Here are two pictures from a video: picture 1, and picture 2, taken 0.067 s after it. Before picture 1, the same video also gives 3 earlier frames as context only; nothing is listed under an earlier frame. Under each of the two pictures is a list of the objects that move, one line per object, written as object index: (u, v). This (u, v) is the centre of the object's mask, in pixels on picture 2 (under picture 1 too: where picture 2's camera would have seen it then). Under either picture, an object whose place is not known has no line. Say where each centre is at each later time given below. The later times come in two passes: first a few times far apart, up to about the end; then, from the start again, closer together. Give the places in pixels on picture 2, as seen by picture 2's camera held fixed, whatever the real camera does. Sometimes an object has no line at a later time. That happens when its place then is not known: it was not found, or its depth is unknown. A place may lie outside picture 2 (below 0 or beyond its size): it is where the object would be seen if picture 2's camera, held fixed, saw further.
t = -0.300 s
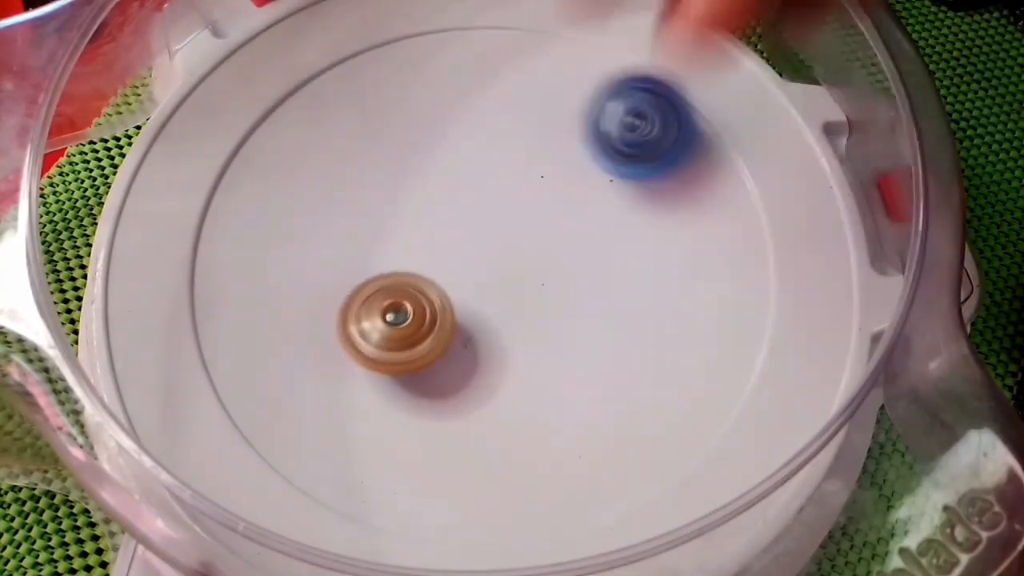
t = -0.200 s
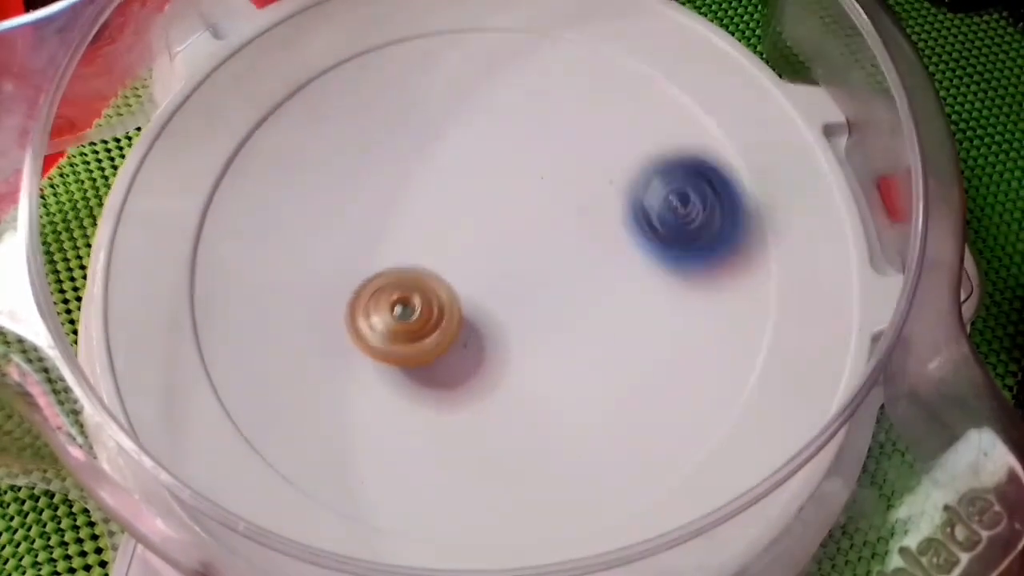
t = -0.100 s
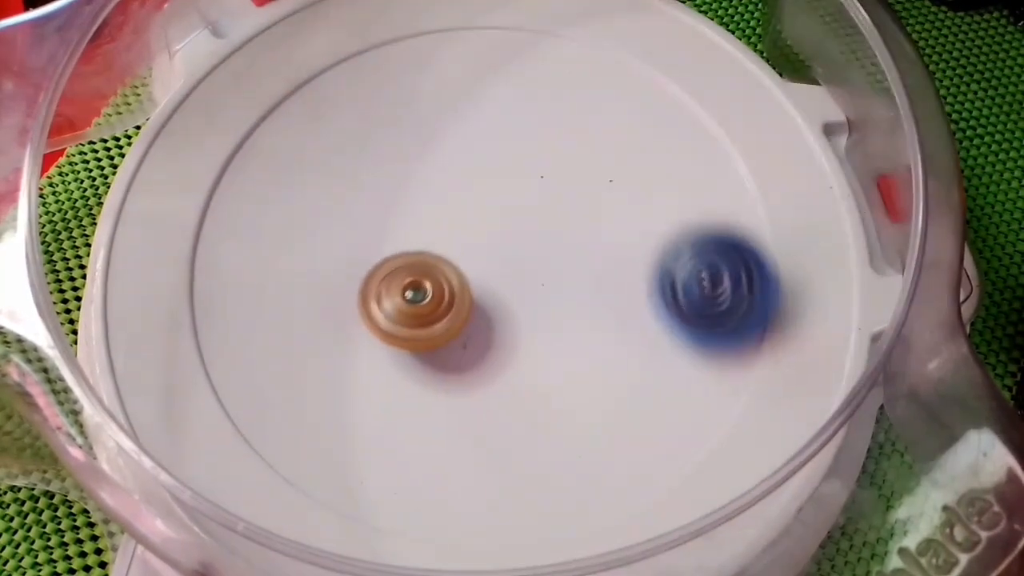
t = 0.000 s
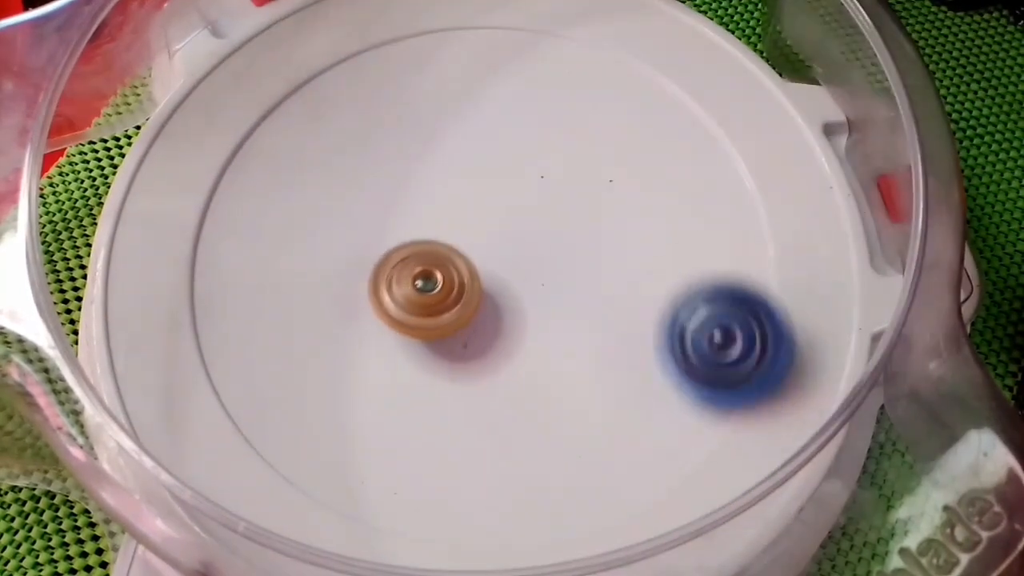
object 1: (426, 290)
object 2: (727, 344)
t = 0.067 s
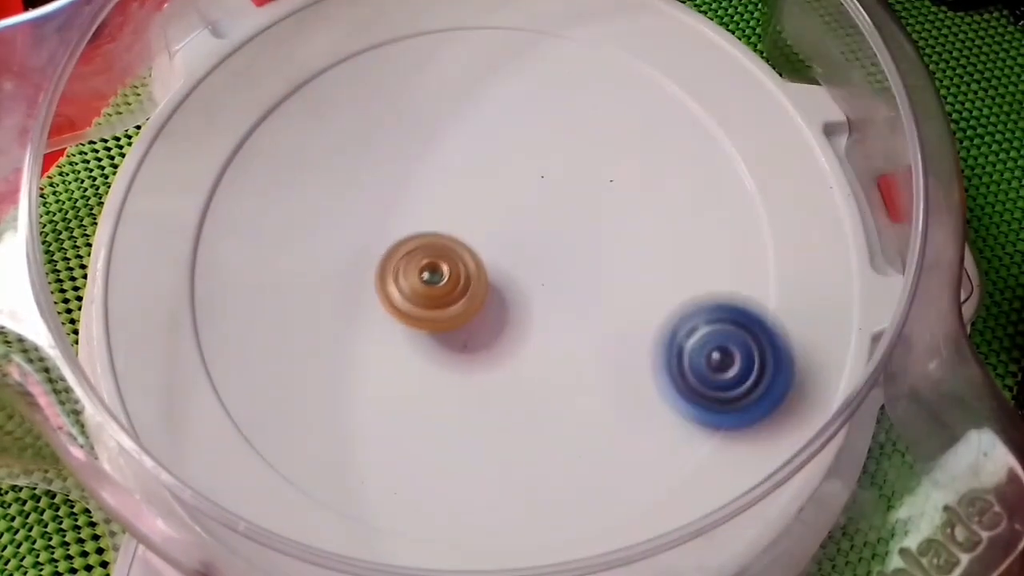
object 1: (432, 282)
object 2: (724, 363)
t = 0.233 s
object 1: (444, 255)
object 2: (701, 358)
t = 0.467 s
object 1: (456, 201)
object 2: (641, 291)
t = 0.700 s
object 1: (456, 155)
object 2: (658, 324)
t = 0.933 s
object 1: (453, 155)
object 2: (745, 326)
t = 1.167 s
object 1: (456, 168)
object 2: (551, 283)
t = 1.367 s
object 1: (352, 136)
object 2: (537, 514)
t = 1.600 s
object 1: (360, 210)
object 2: (695, 526)
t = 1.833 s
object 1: (455, 249)
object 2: (613, 254)
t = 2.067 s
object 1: (344, 299)
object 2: (487, 72)
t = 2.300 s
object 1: (393, 341)
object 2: (197, 326)
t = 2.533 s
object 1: (471, 310)
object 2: (688, 508)
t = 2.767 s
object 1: (507, 244)
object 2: (735, 76)
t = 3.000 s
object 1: (513, 213)
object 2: (491, 99)
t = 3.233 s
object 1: (521, 510)
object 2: (433, 101)
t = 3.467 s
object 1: (566, 382)
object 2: (564, 220)
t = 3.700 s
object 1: (503, 301)
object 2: (622, 133)
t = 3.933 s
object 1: (391, 289)
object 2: (525, 237)
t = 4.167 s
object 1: (344, 276)
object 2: (598, 257)
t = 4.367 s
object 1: (354, 248)
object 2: (566, 243)
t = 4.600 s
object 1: (393, 204)
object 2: (480, 286)
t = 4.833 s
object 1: (457, 168)
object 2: (472, 325)
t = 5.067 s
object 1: (521, 158)
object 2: (479, 287)
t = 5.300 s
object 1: (553, 184)
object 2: (440, 235)
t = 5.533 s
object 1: (557, 224)
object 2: (419, 230)
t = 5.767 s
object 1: (582, 290)
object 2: (378, 217)
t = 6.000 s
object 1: (565, 346)
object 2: (362, 242)
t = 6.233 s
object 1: (508, 363)
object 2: (478, 223)
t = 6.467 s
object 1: (447, 337)
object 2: (521, 150)
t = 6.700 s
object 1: (412, 272)
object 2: (496, 173)
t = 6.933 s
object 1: (353, 231)
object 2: (589, 195)
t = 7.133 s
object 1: (360, 202)
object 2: (602, 179)
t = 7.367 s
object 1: (417, 188)
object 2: (532, 248)
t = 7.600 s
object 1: (494, 195)
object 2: (530, 350)
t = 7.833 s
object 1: (561, 225)
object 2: (525, 327)
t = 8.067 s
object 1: (612, 228)
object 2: (430, 358)
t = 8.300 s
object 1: (589, 263)
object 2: (414, 316)
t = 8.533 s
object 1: (535, 291)
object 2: (396, 216)
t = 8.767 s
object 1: (465, 285)
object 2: (400, 185)
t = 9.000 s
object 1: (410, 306)
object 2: (457, 107)
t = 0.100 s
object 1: (435, 277)
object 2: (721, 368)
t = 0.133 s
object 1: (437, 272)
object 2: (716, 369)
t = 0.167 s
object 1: (440, 266)
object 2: (712, 368)
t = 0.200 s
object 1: (443, 261)
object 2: (707, 364)
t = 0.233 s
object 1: (444, 255)
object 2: (701, 358)
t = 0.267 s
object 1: (445, 249)
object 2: (692, 349)
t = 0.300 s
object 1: (447, 243)
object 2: (683, 339)
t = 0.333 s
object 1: (449, 235)
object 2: (673, 326)
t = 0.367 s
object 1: (451, 226)
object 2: (661, 314)
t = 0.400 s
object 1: (453, 217)
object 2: (652, 303)
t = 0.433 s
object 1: (454, 209)
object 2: (646, 296)
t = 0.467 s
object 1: (456, 201)
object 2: (641, 291)
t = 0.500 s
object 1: (459, 193)
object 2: (639, 288)
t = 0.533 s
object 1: (460, 185)
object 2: (639, 288)
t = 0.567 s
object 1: (460, 177)
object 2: (640, 291)
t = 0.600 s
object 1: (460, 171)
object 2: (642, 296)
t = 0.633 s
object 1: (460, 164)
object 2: (645, 304)
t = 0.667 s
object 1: (458, 159)
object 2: (651, 313)
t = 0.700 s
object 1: (456, 155)
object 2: (658, 324)
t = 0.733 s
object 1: (455, 152)
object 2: (669, 335)
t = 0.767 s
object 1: (454, 151)
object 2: (682, 345)
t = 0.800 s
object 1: (453, 150)
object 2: (698, 352)
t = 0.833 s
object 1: (452, 151)
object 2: (713, 354)
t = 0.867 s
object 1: (452, 152)
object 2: (732, 352)
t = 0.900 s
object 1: (453, 153)
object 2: (748, 344)
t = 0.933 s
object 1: (453, 155)
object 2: (745, 326)
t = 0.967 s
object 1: (455, 158)
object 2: (736, 303)
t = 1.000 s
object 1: (457, 161)
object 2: (723, 281)
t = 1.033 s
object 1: (459, 165)
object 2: (696, 263)
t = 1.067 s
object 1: (462, 170)
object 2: (661, 249)
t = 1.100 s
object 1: (465, 176)
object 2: (621, 245)
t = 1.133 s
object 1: (469, 181)
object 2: (577, 247)
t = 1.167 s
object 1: (456, 168)
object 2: (551, 283)
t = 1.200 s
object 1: (431, 149)
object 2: (533, 332)
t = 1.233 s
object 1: (408, 134)
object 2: (519, 387)
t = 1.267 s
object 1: (390, 128)
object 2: (516, 442)
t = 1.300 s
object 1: (375, 128)
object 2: (520, 495)
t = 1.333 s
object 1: (363, 131)
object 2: (528, 513)
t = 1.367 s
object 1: (352, 136)
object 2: (537, 514)
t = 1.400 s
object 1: (345, 144)
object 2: (549, 518)
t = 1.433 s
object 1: (340, 153)
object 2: (563, 519)
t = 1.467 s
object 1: (338, 165)
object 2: (584, 528)
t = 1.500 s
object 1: (340, 177)
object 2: (610, 531)
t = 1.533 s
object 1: (343, 189)
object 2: (635, 535)
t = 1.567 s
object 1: (351, 199)
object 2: (670, 535)
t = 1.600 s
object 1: (360, 210)
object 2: (695, 526)
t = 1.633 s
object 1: (371, 220)
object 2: (711, 501)
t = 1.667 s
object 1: (384, 229)
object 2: (711, 459)
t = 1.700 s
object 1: (397, 235)
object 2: (717, 429)
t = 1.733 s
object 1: (411, 241)
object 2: (705, 389)
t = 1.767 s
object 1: (425, 244)
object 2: (686, 342)
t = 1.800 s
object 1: (440, 248)
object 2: (655, 297)
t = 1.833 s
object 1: (455, 249)
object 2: (613, 254)
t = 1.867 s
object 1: (461, 251)
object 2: (578, 219)
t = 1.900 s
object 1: (416, 257)
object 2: (582, 179)
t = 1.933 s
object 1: (382, 261)
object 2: (580, 145)
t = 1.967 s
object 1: (363, 267)
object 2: (569, 117)
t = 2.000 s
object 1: (352, 276)
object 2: (550, 95)
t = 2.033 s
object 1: (346, 287)
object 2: (521, 78)
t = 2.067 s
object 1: (344, 299)
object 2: (487, 72)
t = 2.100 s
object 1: (345, 310)
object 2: (445, 74)
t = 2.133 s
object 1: (350, 319)
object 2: (396, 84)
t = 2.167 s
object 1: (356, 327)
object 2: (345, 106)
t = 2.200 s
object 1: (364, 333)
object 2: (294, 140)
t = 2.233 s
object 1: (372, 336)
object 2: (247, 188)
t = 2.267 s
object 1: (383, 339)
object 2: (211, 254)
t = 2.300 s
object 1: (393, 341)
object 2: (197, 326)
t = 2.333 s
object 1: (405, 341)
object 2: (207, 403)
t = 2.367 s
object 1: (417, 339)
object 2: (254, 473)
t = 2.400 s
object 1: (430, 336)
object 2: (319, 518)
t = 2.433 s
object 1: (441, 330)
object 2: (411, 539)
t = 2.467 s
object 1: (451, 325)
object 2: (503, 540)
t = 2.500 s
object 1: (461, 318)
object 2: (599, 532)
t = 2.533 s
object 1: (471, 310)
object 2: (688, 508)
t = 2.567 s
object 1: (479, 301)
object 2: (754, 453)
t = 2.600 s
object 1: (487, 292)
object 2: (798, 389)
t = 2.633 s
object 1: (493, 282)
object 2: (830, 332)
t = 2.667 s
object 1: (497, 272)
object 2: (824, 261)
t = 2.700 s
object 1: (502, 262)
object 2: (802, 195)
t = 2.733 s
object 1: (504, 253)
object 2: (772, 132)
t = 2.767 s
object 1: (507, 244)
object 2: (735, 76)
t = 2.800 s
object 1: (509, 236)
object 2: (683, 32)
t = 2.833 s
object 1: (511, 229)
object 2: (634, 13)
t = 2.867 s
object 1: (513, 221)
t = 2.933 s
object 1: (516, 209)
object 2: (512, 12)
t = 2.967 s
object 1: (517, 203)
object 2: (502, 48)
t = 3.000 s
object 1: (513, 213)
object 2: (491, 99)
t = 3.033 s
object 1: (506, 294)
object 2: (486, 85)
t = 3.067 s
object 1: (497, 362)
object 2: (480, 72)
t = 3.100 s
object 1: (491, 422)
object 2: (472, 66)
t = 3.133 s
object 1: (491, 466)
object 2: (460, 67)
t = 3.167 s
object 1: (497, 498)
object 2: (448, 73)
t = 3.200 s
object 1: (508, 513)
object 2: (439, 83)
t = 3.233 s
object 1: (521, 510)
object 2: (433, 101)
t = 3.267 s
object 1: (533, 507)
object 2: (432, 120)
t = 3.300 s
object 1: (543, 492)
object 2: (441, 146)
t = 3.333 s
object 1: (550, 470)
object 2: (455, 168)
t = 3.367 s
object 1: (557, 447)
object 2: (477, 189)
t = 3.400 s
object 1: (562, 423)
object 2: (504, 206)
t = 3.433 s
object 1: (565, 401)
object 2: (534, 216)
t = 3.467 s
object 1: (566, 382)
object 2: (564, 220)
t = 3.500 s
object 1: (563, 362)
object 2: (594, 218)
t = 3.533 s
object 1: (557, 345)
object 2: (622, 210)
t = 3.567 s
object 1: (549, 332)
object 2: (640, 197)
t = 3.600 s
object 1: (540, 321)
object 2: (652, 178)
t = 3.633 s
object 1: (528, 313)
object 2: (653, 160)
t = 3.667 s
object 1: (517, 306)
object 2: (644, 144)
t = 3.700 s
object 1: (503, 301)
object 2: (622, 133)
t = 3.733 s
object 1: (491, 297)
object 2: (595, 133)
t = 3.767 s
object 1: (476, 292)
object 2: (567, 141)
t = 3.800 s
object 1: (462, 287)
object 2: (540, 159)
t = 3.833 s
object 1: (448, 283)
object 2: (521, 185)
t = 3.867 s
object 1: (428, 284)
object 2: (513, 207)
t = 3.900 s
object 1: (406, 288)
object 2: (516, 221)
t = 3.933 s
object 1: (391, 289)
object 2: (525, 237)
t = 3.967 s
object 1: (380, 289)
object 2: (540, 249)
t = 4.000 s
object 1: (369, 288)
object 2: (554, 256)
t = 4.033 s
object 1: (361, 286)
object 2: (568, 261)
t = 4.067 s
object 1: (354, 284)
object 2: (580, 264)
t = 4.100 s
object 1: (349, 282)
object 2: (589, 262)
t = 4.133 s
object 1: (345, 279)
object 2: (594, 260)
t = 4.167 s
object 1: (344, 276)
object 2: (598, 257)
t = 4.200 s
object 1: (346, 273)
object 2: (600, 255)
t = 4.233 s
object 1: (348, 269)
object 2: (597, 250)
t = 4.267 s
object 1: (349, 265)
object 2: (593, 247)
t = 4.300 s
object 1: (350, 260)
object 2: (585, 244)
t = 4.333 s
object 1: (352, 254)
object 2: (576, 242)
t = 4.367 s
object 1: (354, 248)
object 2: (566, 243)
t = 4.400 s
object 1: (357, 242)
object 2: (552, 243)
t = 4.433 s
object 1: (360, 235)
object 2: (538, 246)
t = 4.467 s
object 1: (365, 229)
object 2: (526, 251)
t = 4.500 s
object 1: (371, 223)
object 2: (514, 259)
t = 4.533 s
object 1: (378, 217)
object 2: (501, 267)
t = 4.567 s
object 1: (385, 211)
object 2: (488, 276)
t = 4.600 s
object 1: (393, 204)
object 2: (480, 286)
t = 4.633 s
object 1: (401, 198)
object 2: (474, 295)
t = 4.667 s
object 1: (409, 191)
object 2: (471, 305)
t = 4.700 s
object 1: (418, 186)
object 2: (469, 312)
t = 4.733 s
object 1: (427, 180)
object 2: (468, 318)
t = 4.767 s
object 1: (437, 176)
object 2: (468, 322)
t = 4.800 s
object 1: (446, 171)
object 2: (470, 325)
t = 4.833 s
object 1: (457, 168)
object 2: (472, 325)
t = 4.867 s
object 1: (467, 164)
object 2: (475, 323)
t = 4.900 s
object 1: (477, 161)
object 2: (478, 321)
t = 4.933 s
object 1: (487, 159)
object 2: (481, 316)
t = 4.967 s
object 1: (497, 157)
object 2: (483, 310)
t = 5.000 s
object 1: (505, 156)
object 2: (482, 302)
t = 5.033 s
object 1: (514, 157)
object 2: (481, 294)
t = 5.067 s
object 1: (521, 158)
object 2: (479, 287)
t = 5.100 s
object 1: (528, 161)
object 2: (475, 278)
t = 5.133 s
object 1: (533, 162)
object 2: (470, 269)
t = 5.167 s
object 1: (538, 165)
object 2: (464, 261)
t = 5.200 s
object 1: (543, 170)
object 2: (458, 253)
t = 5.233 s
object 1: (548, 173)
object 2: (453, 246)
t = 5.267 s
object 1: (551, 178)
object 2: (448, 240)
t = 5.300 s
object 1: (553, 184)
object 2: (440, 235)
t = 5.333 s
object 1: (555, 189)
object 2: (434, 230)
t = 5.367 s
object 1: (556, 195)
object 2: (429, 230)
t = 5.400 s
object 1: (558, 200)
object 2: (425, 228)
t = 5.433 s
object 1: (559, 205)
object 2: (421, 228)
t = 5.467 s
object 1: (558, 211)
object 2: (418, 228)
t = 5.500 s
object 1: (558, 218)
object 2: (418, 229)
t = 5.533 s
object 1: (557, 224)
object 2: (419, 230)
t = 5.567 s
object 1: (554, 231)
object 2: (420, 232)
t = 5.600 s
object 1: (551, 237)
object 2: (424, 233)
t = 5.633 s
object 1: (547, 244)
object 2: (429, 234)
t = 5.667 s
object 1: (552, 255)
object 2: (426, 232)
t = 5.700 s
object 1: (569, 270)
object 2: (406, 224)
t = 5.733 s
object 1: (577, 281)
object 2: (393, 220)
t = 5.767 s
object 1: (582, 290)
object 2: (378, 217)
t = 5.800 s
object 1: (585, 300)
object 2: (364, 216)
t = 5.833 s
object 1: (585, 309)
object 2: (356, 219)
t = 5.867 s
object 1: (583, 317)
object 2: (351, 223)
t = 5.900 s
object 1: (580, 325)
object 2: (349, 229)
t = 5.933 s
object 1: (576, 333)
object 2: (351, 233)
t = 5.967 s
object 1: (571, 341)
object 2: (355, 238)
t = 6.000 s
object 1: (565, 346)
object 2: (362, 242)
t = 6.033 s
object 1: (559, 351)
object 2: (373, 244)
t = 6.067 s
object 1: (551, 355)
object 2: (387, 248)
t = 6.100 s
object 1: (543, 358)
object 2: (402, 249)
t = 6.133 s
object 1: (535, 360)
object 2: (423, 247)
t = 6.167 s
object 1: (526, 362)
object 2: (440, 242)
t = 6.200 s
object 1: (517, 363)
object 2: (460, 233)
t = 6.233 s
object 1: (508, 363)
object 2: (478, 223)
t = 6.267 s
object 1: (499, 363)
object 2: (494, 213)
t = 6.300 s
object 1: (490, 361)
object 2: (509, 200)
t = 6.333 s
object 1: (481, 358)
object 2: (518, 186)
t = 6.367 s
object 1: (471, 354)
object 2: (522, 174)
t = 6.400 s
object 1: (463, 350)
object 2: (524, 164)
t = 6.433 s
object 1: (455, 343)
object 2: (524, 155)
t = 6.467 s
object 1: (447, 337)
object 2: (521, 150)
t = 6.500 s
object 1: (441, 328)
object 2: (518, 148)
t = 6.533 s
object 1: (434, 320)
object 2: (513, 148)
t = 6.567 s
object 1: (428, 311)
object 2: (509, 148)
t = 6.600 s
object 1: (423, 301)
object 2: (506, 152)
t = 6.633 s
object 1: (419, 292)
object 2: (503, 157)
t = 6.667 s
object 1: (416, 281)
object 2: (499, 164)
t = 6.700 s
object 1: (412, 272)
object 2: (496, 173)
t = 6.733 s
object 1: (409, 261)
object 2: (494, 184)
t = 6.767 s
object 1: (400, 253)
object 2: (499, 193)
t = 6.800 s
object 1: (379, 250)
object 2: (519, 195)
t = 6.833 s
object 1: (367, 246)
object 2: (539, 198)
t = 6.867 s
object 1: (360, 242)
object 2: (558, 198)
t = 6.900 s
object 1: (356, 237)
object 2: (574, 198)
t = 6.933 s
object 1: (353, 231)
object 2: (589, 195)
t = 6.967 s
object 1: (350, 226)
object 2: (601, 192)
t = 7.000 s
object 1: (350, 221)
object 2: (608, 188)
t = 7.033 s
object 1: (351, 215)
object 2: (612, 185)
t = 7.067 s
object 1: (353, 211)
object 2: (613, 182)
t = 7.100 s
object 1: (356, 206)
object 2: (608, 179)
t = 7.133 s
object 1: (360, 202)
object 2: (602, 179)
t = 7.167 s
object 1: (366, 199)
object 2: (594, 182)
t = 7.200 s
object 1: (373, 196)
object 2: (585, 188)
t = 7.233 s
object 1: (381, 193)
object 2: (575, 195)
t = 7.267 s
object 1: (389, 192)
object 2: (566, 204)
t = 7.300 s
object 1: (398, 190)
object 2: (554, 216)
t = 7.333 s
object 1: (407, 189)
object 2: (543, 228)
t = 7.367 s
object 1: (417, 188)
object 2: (532, 248)
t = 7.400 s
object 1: (428, 188)
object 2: (524, 266)
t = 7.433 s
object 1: (438, 188)
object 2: (520, 285)
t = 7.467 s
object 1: (449, 188)
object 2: (519, 305)
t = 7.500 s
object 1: (461, 189)
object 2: (519, 321)
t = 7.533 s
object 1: (472, 191)
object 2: (523, 335)
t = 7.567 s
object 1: (483, 192)
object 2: (526, 344)
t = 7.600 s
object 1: (494, 195)
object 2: (530, 350)
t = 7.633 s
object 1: (504, 197)
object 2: (535, 351)
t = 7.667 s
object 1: (515, 202)
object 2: (537, 350)
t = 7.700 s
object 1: (525, 206)
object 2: (538, 348)
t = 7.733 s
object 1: (535, 210)
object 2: (536, 344)
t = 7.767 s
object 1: (544, 214)
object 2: (533, 340)
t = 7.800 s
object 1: (553, 219)
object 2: (530, 334)
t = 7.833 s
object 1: (561, 225)
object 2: (525, 327)
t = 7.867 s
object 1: (575, 222)
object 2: (509, 329)
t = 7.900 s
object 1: (587, 218)
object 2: (491, 334)
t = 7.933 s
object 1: (597, 217)
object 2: (474, 340)
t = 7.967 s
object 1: (603, 218)
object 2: (457, 346)
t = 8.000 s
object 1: (609, 221)
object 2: (446, 354)
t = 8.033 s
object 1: (611, 224)
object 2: (436, 358)
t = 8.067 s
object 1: (612, 228)
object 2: (430, 358)
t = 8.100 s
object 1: (612, 231)
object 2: (425, 356)
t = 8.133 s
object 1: (610, 236)
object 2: (419, 354)
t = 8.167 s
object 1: (608, 241)
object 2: (419, 349)
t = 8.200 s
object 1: (605, 246)
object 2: (417, 343)
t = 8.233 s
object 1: (600, 251)
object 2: (415, 337)
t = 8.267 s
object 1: (596, 257)
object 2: (415, 329)
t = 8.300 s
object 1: (589, 263)
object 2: (414, 316)
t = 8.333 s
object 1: (581, 268)
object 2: (414, 303)
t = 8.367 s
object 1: (574, 274)
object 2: (413, 290)
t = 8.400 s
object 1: (567, 278)
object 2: (411, 276)
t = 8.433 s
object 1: (560, 282)
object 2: (410, 259)
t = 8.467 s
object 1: (553, 286)
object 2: (407, 245)
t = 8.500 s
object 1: (544, 289)
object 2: (403, 231)
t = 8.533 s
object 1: (535, 291)
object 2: (396, 216)
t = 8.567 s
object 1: (525, 292)
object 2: (393, 208)
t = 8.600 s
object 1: (515, 293)
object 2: (391, 201)
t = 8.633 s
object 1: (504, 293)
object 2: (389, 196)
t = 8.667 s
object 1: (494, 292)
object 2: (388, 191)
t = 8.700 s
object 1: (484, 290)
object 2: (392, 188)
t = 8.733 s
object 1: (474, 288)
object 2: (395, 186)
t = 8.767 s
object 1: (465, 285)
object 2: (400, 185)
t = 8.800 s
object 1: (455, 281)
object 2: (407, 184)
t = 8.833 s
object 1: (443, 290)
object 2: (418, 175)
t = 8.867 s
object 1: (434, 303)
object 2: (424, 157)
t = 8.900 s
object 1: (427, 308)
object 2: (432, 140)
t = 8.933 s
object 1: (422, 310)
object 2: (442, 129)
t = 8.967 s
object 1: (416, 308)
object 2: (449, 118)
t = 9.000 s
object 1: (410, 306)
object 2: (457, 107)
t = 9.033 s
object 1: (405, 304)
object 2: (466, 97)
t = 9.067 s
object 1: (401, 300)
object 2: (473, 88)
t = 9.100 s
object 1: (398, 297)
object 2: (482, 84)
